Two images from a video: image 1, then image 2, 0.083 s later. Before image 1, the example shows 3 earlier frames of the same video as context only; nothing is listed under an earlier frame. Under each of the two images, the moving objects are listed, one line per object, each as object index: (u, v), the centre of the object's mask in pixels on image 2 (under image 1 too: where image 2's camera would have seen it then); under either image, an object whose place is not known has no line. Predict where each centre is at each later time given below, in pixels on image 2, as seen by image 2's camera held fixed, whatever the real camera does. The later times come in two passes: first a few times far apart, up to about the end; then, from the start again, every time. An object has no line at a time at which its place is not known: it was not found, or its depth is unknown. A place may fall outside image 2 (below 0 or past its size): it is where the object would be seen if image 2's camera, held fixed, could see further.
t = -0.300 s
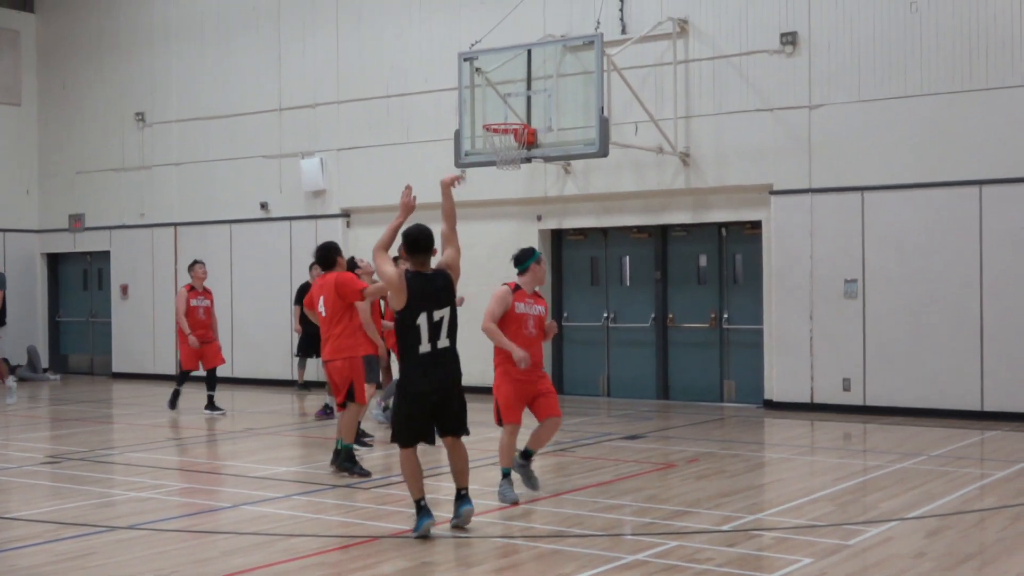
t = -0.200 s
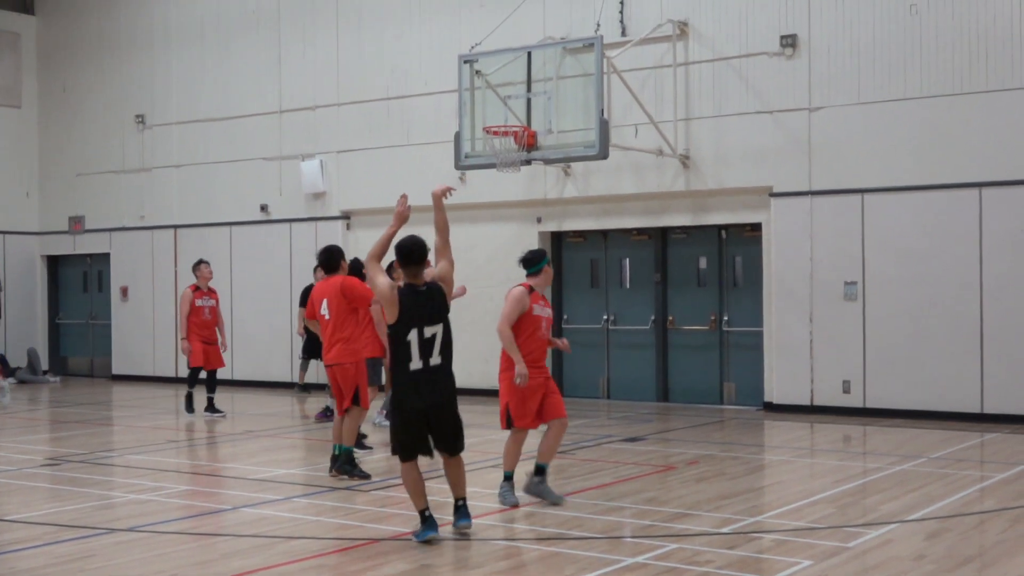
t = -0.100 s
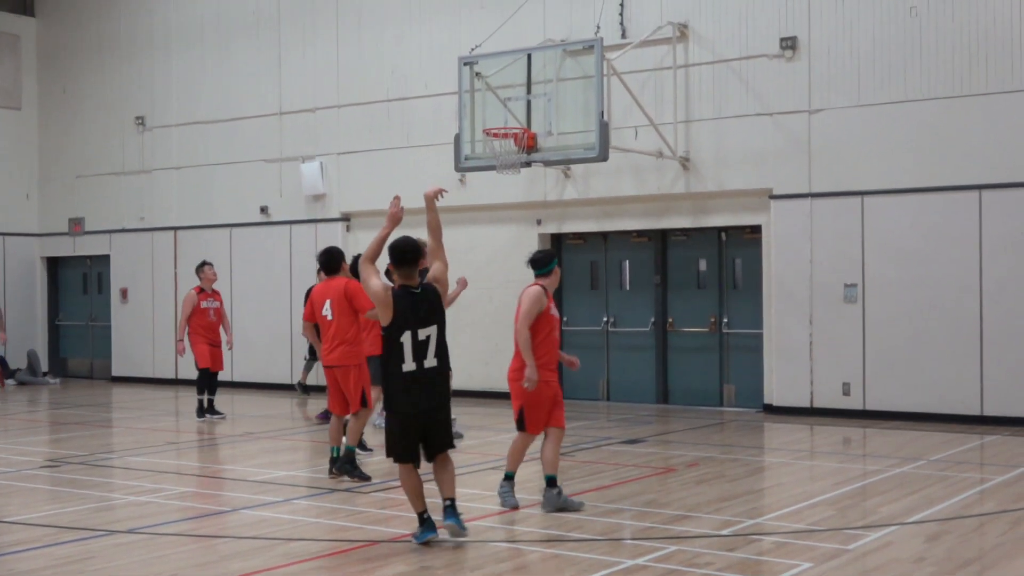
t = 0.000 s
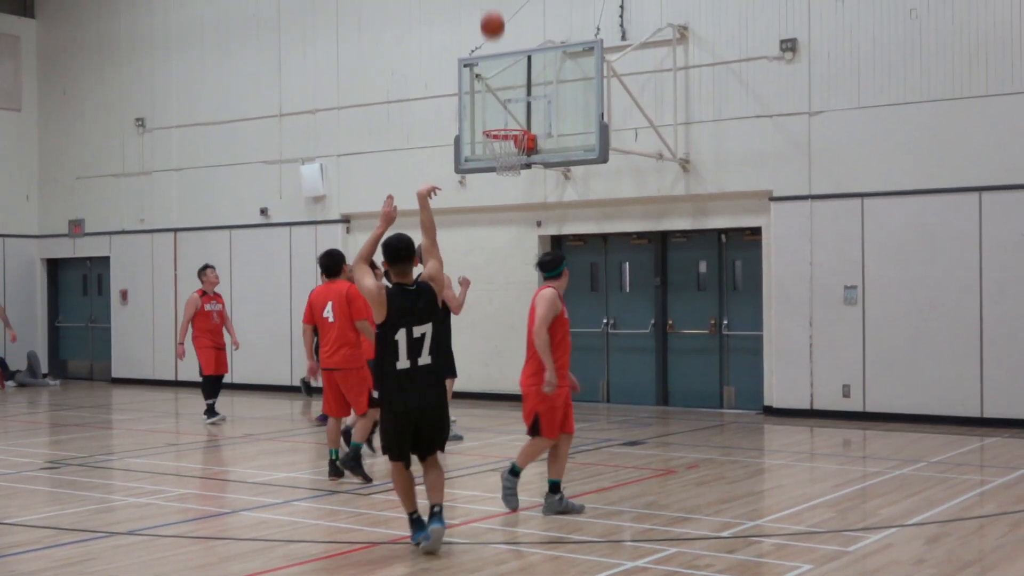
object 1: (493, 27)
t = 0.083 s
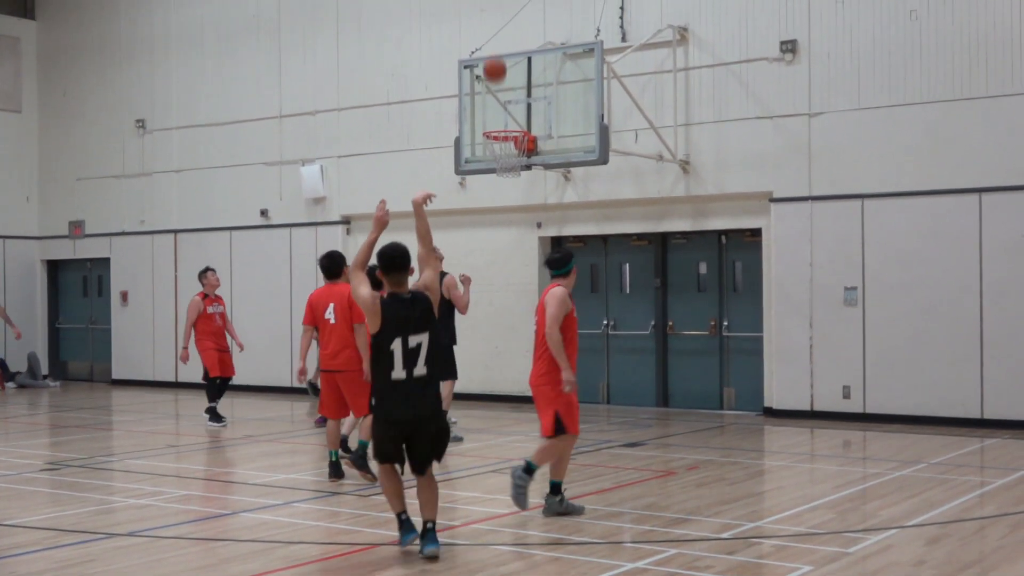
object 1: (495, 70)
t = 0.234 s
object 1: (498, 153)
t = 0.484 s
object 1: (516, 162)
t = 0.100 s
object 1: (495, 79)
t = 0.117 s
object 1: (496, 88)
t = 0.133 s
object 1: (495, 97)
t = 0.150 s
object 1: (496, 107)
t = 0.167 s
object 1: (496, 116)
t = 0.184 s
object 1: (497, 123)
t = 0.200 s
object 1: (497, 135)
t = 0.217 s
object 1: (497, 147)
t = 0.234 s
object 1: (498, 153)
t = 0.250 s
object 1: (499, 155)
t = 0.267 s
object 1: (500, 156)
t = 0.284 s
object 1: (501, 156)
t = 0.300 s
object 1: (503, 155)
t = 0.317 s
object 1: (504, 155)
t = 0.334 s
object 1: (506, 154)
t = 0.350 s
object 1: (507, 154)
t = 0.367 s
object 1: (508, 154)
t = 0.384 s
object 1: (509, 155)
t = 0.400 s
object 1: (511, 155)
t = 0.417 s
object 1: (512, 156)
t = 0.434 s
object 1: (513, 156)
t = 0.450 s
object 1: (514, 157)
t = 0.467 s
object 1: (515, 159)
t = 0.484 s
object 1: (516, 162)
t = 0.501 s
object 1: (517, 164)
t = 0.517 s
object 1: (517, 165)
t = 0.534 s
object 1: (518, 169)
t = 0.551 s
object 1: (520, 173)
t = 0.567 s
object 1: (520, 178)
